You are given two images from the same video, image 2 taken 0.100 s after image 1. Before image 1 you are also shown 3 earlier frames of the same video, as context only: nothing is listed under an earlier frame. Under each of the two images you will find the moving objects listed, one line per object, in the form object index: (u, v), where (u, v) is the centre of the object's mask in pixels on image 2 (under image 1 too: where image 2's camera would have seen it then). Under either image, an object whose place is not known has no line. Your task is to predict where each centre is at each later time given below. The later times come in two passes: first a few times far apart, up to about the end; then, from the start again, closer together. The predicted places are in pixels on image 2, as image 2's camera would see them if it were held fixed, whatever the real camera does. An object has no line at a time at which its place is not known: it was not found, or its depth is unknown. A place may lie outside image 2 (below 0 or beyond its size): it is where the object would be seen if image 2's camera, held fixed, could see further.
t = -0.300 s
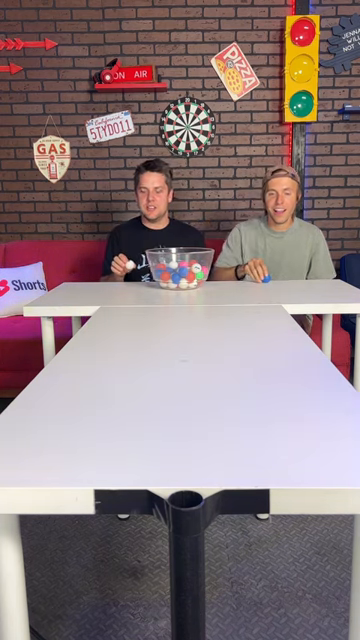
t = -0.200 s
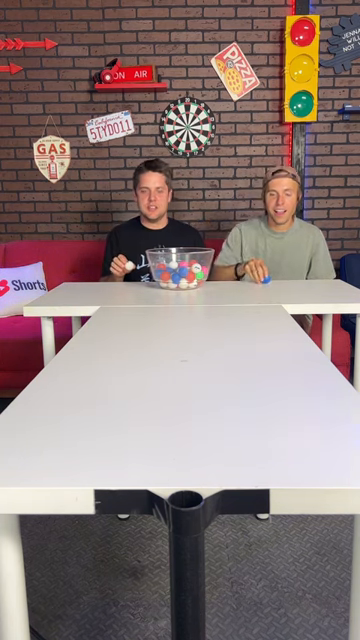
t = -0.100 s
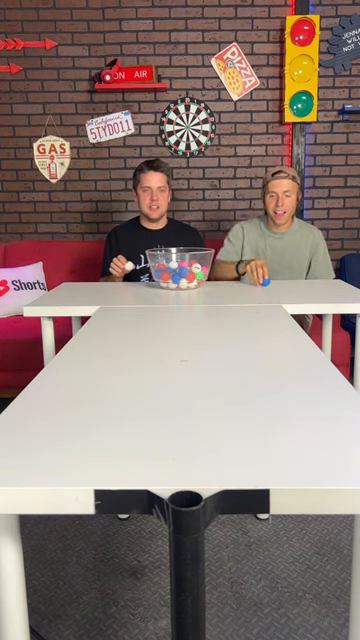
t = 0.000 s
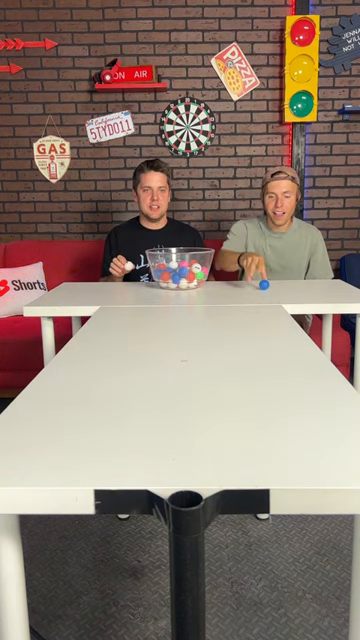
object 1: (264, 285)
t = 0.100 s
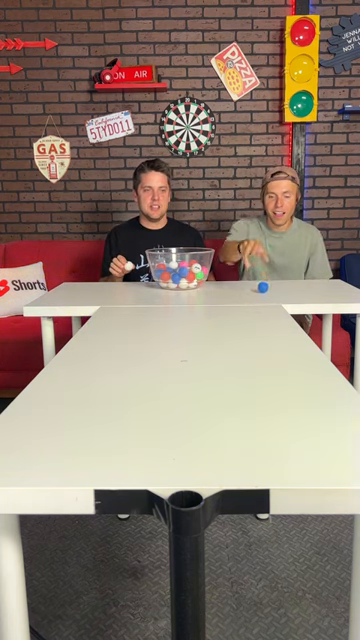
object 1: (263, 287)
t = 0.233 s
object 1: (261, 291)
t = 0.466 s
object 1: (257, 298)
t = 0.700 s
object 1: (251, 305)
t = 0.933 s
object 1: (247, 313)
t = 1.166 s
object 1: (243, 321)
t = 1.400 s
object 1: (239, 331)
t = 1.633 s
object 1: (236, 341)
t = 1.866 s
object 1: (233, 353)
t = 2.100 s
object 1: (230, 366)
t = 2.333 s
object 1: (226, 380)
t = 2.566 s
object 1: (221, 394)
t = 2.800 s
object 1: (214, 411)
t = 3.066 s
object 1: (205, 431)
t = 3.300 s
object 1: (195, 451)
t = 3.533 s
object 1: (187, 470)
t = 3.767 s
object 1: (185, 491)
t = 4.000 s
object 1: (185, 493)
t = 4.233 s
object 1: (185, 493)
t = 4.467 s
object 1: (185, 493)
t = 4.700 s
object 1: (185, 493)
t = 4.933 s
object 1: (185, 493)
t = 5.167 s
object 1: (185, 493)
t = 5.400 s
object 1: (186, 493)
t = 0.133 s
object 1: (262, 288)
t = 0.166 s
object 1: (261, 289)
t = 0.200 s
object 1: (261, 290)
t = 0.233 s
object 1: (261, 291)
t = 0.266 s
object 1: (260, 292)
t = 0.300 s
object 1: (259, 293)
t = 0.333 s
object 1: (259, 294)
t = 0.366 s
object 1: (258, 295)
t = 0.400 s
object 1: (258, 296)
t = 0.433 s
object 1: (257, 297)
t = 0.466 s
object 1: (257, 298)
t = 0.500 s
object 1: (256, 298)
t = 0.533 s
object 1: (255, 299)
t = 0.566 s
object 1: (254, 300)
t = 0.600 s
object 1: (254, 302)
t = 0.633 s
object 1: (253, 303)
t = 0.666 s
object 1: (253, 304)
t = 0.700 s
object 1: (251, 305)
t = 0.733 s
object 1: (251, 306)
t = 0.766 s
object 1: (250, 307)
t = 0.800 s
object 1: (250, 308)
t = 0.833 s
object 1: (249, 309)
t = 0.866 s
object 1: (248, 310)
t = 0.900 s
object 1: (247, 312)
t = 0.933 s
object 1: (247, 313)
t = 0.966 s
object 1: (246, 314)
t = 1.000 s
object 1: (246, 315)
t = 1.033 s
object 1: (245, 316)
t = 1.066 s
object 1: (245, 318)
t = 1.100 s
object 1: (244, 319)
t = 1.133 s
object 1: (243, 320)
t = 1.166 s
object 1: (243, 321)
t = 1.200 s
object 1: (242, 323)
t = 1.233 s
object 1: (242, 324)
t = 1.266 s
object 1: (242, 325)
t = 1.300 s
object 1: (241, 327)
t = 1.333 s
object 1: (240, 328)
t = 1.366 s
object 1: (240, 329)
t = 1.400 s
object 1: (239, 331)
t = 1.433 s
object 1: (239, 332)
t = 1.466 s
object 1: (239, 334)
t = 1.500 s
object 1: (238, 335)
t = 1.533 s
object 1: (238, 337)
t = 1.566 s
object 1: (237, 338)
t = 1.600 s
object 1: (237, 340)
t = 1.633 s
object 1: (236, 341)
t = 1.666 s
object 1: (236, 343)
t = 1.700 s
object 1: (235, 345)
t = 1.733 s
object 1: (235, 346)
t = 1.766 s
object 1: (235, 348)
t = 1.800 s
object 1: (235, 350)
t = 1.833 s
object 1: (234, 351)
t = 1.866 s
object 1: (233, 353)
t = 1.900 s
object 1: (233, 355)
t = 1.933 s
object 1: (232, 356)
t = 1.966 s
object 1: (232, 358)
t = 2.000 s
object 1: (232, 360)
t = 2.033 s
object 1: (232, 362)
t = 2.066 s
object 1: (231, 364)
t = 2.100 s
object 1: (230, 366)
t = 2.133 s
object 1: (229, 368)
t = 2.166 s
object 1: (229, 370)
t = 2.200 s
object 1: (228, 372)
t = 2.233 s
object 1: (228, 373)
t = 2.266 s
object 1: (227, 376)
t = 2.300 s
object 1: (227, 378)
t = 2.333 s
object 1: (226, 380)
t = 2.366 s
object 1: (226, 382)
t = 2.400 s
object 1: (225, 384)
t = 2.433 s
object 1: (224, 386)
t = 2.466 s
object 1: (223, 388)
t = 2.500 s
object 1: (222, 390)
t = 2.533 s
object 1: (221, 392)
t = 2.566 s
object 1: (221, 394)
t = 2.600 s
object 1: (220, 397)
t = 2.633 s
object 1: (219, 399)
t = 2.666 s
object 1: (218, 402)
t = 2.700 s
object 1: (217, 404)
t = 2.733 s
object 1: (216, 406)
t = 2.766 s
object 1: (215, 409)
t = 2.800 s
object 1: (214, 411)
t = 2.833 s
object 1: (212, 414)
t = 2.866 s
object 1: (211, 416)
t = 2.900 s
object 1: (210, 419)
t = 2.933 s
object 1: (209, 421)
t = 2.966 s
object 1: (208, 423)
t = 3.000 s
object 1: (207, 426)
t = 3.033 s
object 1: (206, 429)
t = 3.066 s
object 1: (205, 431)
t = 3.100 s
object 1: (204, 434)
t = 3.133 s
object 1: (202, 437)
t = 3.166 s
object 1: (201, 440)
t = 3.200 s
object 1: (199, 442)
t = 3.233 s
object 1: (198, 445)
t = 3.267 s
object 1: (196, 448)
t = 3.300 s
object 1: (195, 451)
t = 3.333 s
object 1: (194, 453)
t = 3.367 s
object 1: (193, 456)
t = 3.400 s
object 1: (192, 459)
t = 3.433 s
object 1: (191, 462)
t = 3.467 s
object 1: (190, 465)
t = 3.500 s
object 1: (188, 467)
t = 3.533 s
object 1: (187, 470)
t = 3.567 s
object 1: (186, 475)
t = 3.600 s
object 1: (184, 483)
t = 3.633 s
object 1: (186, 492)
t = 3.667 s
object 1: (186, 489)
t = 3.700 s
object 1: (186, 492)
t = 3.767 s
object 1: (185, 491)
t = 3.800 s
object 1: (185, 492)
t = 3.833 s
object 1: (185, 493)
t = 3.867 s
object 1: (185, 493)
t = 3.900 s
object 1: (185, 493)
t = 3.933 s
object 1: (185, 493)
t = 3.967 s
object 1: (185, 493)
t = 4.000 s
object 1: (185, 493)
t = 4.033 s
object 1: (185, 493)
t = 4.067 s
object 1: (185, 493)
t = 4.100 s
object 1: (185, 493)
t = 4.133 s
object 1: (185, 493)
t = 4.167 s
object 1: (185, 493)
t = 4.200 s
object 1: (185, 493)
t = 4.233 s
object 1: (185, 493)
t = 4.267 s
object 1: (185, 493)
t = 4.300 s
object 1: (185, 493)
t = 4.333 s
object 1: (186, 493)
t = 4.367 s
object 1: (186, 493)
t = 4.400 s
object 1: (185, 493)
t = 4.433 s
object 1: (185, 493)
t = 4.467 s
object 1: (185, 493)
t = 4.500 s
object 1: (186, 493)
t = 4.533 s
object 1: (185, 493)
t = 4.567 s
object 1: (185, 493)
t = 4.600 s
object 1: (185, 493)
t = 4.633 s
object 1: (185, 493)
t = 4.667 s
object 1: (185, 493)
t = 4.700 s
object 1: (185, 493)
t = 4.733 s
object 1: (185, 493)
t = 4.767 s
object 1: (185, 493)
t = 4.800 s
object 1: (185, 493)
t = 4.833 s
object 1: (185, 493)
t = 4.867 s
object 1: (185, 493)
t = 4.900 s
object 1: (185, 493)
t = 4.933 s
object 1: (185, 493)
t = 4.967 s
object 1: (185, 493)
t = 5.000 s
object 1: (185, 493)
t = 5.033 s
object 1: (185, 493)
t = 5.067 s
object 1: (185, 493)
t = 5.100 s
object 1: (185, 493)
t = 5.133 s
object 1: (185, 493)
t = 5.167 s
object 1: (185, 493)
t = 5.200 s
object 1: (185, 493)
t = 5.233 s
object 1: (185, 493)
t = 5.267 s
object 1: (185, 493)
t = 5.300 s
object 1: (185, 493)
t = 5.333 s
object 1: (185, 493)
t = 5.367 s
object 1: (185, 493)
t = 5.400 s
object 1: (186, 493)
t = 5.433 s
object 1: (186, 493)
